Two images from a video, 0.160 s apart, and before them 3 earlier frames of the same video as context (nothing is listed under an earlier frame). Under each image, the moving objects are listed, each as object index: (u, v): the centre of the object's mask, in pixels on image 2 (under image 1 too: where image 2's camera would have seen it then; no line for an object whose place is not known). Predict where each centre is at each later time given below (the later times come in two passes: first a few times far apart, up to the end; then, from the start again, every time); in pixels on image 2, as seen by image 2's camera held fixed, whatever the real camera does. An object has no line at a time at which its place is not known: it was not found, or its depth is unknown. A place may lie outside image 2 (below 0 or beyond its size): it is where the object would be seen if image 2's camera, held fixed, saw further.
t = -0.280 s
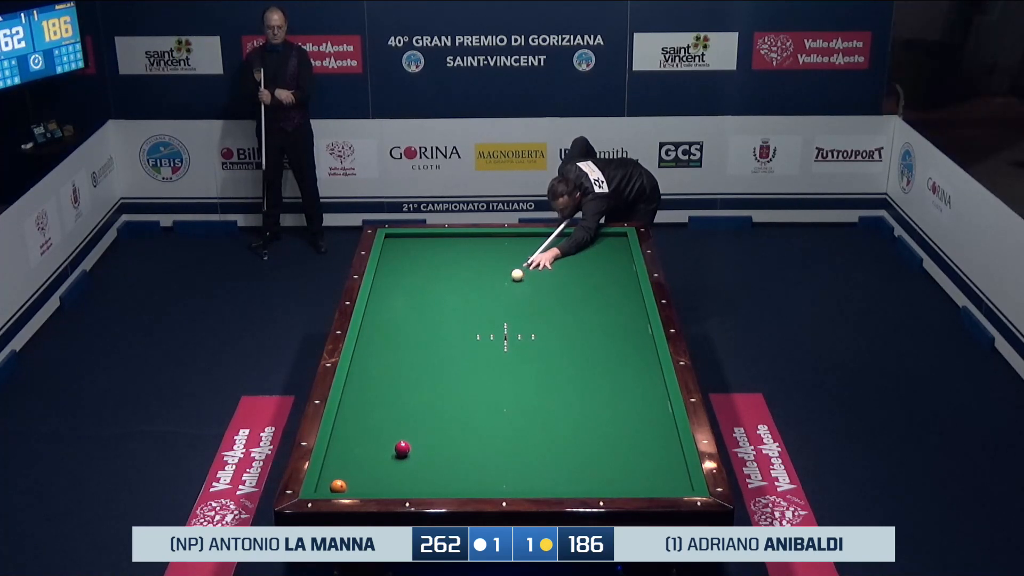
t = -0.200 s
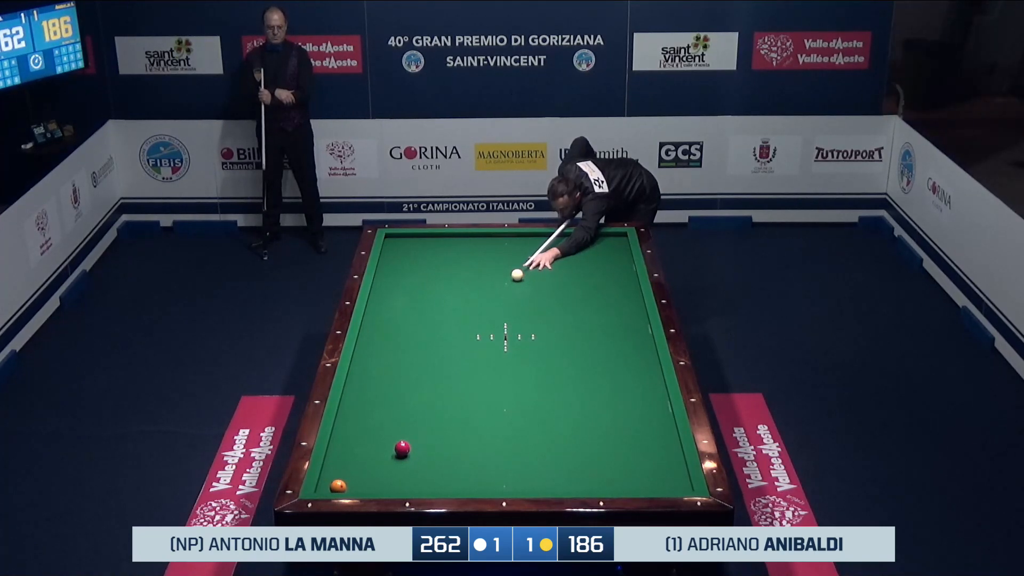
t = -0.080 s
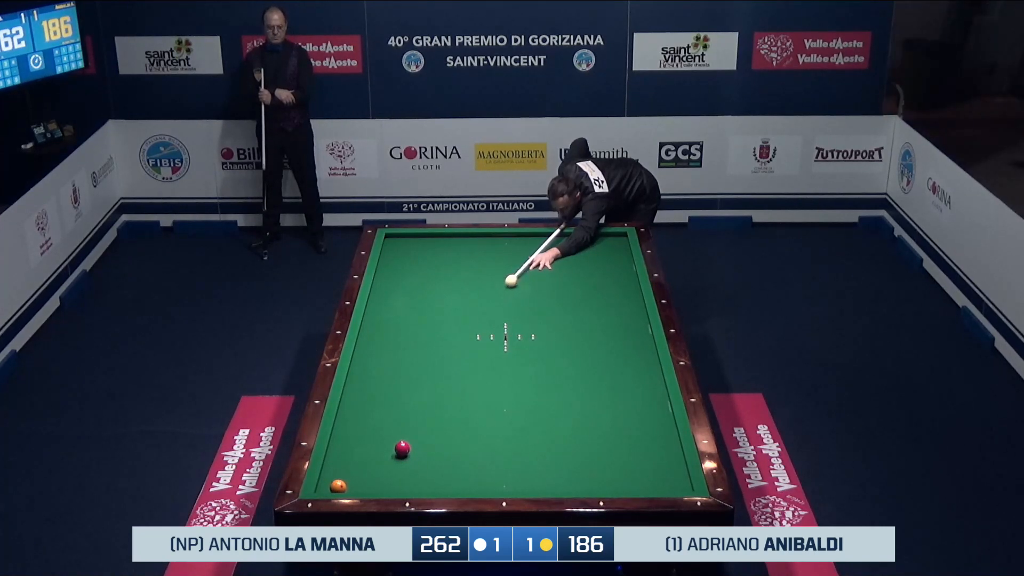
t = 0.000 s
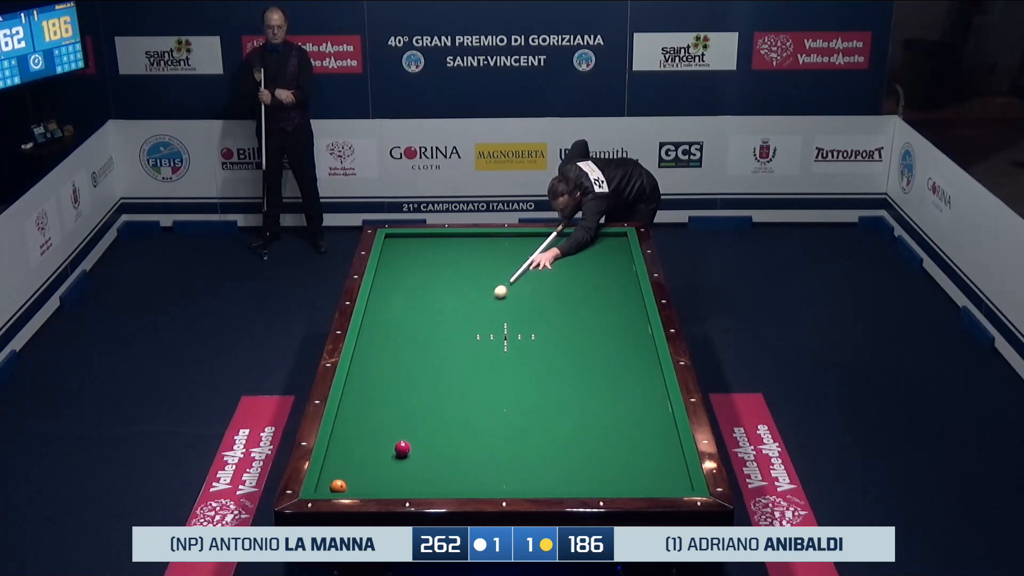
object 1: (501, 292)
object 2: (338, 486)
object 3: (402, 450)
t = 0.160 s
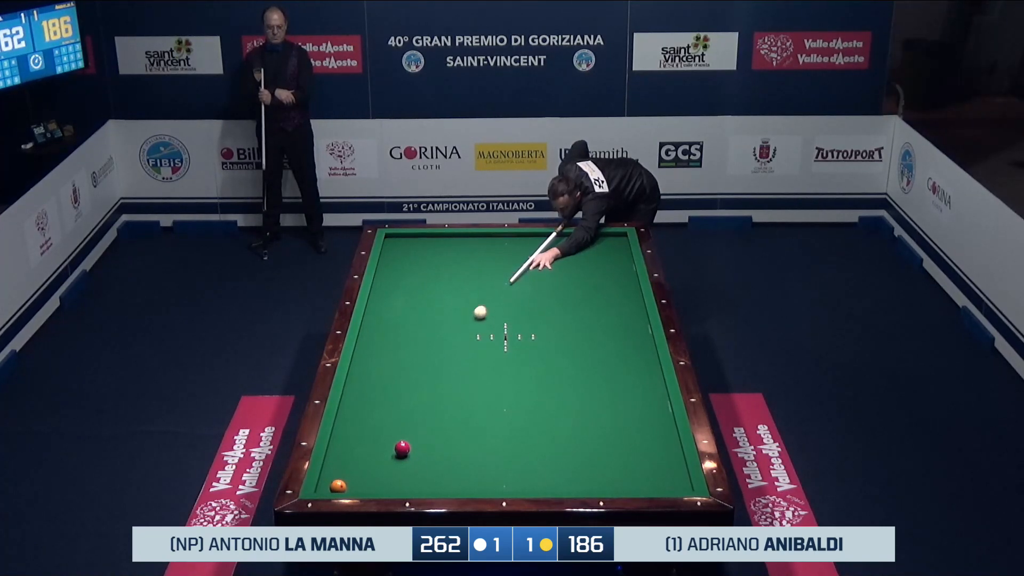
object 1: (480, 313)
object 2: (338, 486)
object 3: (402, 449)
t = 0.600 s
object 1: (430, 362)
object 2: (338, 486)
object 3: (402, 450)
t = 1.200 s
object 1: (352, 441)
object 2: (338, 486)
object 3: (402, 450)
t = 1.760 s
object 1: (324, 485)
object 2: (363, 470)
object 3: (402, 449)
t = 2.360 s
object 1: (328, 485)
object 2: (390, 433)
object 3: (416, 448)
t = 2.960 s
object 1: (330, 483)
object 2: (397, 403)
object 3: (441, 446)
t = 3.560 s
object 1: (329, 480)
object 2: (402, 376)
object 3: (462, 444)
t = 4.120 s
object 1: (329, 480)
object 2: (406, 356)
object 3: (479, 443)
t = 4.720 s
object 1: (329, 480)
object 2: (411, 336)
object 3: (493, 442)
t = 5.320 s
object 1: (329, 480)
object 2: (415, 319)
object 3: (504, 441)
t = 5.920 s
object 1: (329, 480)
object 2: (418, 305)
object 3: (511, 441)
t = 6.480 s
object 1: (329, 480)
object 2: (421, 293)
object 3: (515, 440)
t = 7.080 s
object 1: (329, 480)
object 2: (424, 282)
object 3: (515, 441)
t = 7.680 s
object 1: (329, 480)
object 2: (426, 272)
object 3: (515, 441)
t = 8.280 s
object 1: (329, 480)
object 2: (428, 264)
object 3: (515, 440)
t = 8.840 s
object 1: (329, 480)
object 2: (429, 258)
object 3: (515, 440)
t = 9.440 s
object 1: (329, 480)
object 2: (430, 252)
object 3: (515, 441)
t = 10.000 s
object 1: (329, 480)
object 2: (431, 248)
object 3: (515, 440)
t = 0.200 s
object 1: (475, 318)
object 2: (338, 486)
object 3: (402, 449)
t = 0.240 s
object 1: (471, 322)
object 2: (338, 486)
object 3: (402, 450)
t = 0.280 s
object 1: (466, 327)
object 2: (338, 486)
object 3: (402, 450)
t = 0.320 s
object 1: (462, 331)
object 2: (338, 486)
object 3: (402, 449)
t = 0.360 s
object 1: (457, 336)
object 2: (338, 486)
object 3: (402, 449)
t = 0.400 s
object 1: (453, 340)
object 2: (338, 486)
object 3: (402, 450)
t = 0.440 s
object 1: (449, 344)
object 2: (338, 486)
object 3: (402, 450)
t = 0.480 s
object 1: (444, 349)
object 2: (338, 486)
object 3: (402, 450)
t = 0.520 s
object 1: (440, 353)
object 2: (338, 486)
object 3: (402, 449)
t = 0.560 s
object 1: (435, 358)
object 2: (338, 486)
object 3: (402, 450)
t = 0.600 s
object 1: (430, 362)
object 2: (338, 486)
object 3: (402, 450)
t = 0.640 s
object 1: (426, 367)
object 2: (338, 486)
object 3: (402, 450)
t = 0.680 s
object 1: (421, 372)
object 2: (338, 486)
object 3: (402, 449)
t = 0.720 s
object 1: (416, 377)
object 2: (338, 486)
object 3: (402, 450)
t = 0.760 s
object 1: (411, 382)
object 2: (338, 486)
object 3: (402, 450)
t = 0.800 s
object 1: (406, 387)
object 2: (338, 486)
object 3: (402, 450)
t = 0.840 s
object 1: (401, 392)
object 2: (338, 486)
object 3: (402, 450)
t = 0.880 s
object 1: (396, 397)
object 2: (338, 486)
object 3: (402, 450)
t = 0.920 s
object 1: (391, 402)
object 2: (338, 486)
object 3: (402, 450)
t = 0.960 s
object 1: (385, 407)
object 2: (338, 486)
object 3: (402, 450)
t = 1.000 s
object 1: (380, 412)
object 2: (338, 486)
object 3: (402, 450)
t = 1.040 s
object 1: (374, 418)
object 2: (338, 486)
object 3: (402, 450)
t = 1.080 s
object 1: (369, 423)
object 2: (338, 486)
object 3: (402, 450)
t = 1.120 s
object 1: (363, 429)
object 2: (338, 486)
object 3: (402, 450)
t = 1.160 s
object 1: (358, 435)
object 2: (338, 486)
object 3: (402, 450)
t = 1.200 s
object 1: (352, 441)
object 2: (338, 486)
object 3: (402, 450)
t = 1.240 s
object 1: (346, 446)
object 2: (338, 486)
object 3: (402, 450)
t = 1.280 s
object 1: (340, 452)
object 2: (338, 486)
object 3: (402, 449)
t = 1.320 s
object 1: (333, 459)
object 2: (338, 486)
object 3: (402, 449)
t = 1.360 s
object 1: (331, 464)
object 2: (338, 486)
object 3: (402, 449)
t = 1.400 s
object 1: (333, 470)
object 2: (338, 486)
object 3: (402, 450)
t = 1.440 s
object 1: (335, 473)
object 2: (338, 486)
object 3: (402, 449)
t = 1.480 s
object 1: (335, 477)
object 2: (338, 486)
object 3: (402, 450)
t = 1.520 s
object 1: (332, 479)
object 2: (341, 486)
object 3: (402, 450)
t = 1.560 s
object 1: (331, 481)
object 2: (346, 484)
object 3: (402, 450)
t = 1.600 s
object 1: (329, 482)
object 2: (349, 482)
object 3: (402, 449)
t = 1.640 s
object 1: (327, 483)
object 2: (353, 479)
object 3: (402, 449)
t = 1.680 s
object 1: (326, 484)
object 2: (357, 476)
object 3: (402, 450)
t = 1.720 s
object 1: (324, 485)
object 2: (360, 473)
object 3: (402, 450)
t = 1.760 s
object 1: (324, 485)
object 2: (363, 470)
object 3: (402, 449)
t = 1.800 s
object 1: (325, 486)
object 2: (367, 468)
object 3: (402, 450)
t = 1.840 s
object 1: (325, 486)
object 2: (370, 465)
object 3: (402, 449)
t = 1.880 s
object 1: (326, 487)
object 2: (373, 462)
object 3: (402, 450)
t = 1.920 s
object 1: (326, 487)
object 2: (376, 459)
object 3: (402, 450)
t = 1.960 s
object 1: (326, 488)
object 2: (379, 457)
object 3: (402, 450)
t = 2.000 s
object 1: (326, 487)
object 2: (382, 454)
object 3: (402, 449)
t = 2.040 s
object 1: (326, 487)
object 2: (385, 452)
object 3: (402, 450)
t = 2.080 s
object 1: (327, 487)
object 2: (387, 449)
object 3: (403, 449)
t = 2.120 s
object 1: (327, 487)
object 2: (387, 447)
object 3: (405, 449)
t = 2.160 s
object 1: (327, 486)
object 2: (387, 444)
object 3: (407, 449)
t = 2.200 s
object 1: (327, 486)
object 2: (388, 442)
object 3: (409, 449)
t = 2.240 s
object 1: (328, 486)
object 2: (389, 440)
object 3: (411, 449)
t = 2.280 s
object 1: (328, 486)
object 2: (389, 437)
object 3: (413, 449)
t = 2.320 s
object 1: (328, 485)
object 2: (390, 435)
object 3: (415, 448)
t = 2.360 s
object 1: (328, 485)
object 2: (390, 433)
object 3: (416, 448)
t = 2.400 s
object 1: (328, 485)
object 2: (391, 431)
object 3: (418, 448)
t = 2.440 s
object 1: (328, 485)
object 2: (391, 429)
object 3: (420, 448)
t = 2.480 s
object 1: (329, 484)
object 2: (391, 427)
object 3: (422, 448)
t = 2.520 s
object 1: (329, 484)
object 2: (392, 424)
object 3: (423, 448)
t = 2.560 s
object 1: (329, 484)
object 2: (392, 422)
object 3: (425, 448)
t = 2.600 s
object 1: (329, 484)
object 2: (393, 420)
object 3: (427, 447)
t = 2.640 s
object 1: (329, 484)
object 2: (393, 418)
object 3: (429, 447)
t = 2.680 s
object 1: (329, 483)
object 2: (394, 416)
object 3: (430, 447)
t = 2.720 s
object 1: (329, 484)
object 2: (394, 414)
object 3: (432, 447)
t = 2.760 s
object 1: (329, 483)
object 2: (395, 412)
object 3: (434, 447)
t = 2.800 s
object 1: (329, 483)
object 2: (395, 410)
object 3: (435, 447)
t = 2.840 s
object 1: (329, 483)
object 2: (395, 409)
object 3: (437, 447)
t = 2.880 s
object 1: (329, 483)
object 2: (396, 407)
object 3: (438, 446)
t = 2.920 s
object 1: (329, 482)
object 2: (396, 405)
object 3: (440, 446)
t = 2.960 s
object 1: (330, 483)
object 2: (397, 403)
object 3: (441, 446)
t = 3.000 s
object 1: (329, 482)
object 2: (397, 401)
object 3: (443, 446)
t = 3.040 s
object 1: (329, 482)
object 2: (397, 399)
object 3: (444, 446)
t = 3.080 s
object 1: (329, 482)
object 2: (398, 397)
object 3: (446, 446)
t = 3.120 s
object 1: (329, 482)
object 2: (398, 395)
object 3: (447, 445)
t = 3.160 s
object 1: (329, 482)
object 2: (399, 394)
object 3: (449, 445)
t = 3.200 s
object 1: (329, 482)
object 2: (399, 392)
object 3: (450, 445)
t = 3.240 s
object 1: (329, 481)
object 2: (399, 390)
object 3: (452, 445)
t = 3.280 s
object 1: (329, 481)
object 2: (400, 388)
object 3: (453, 445)
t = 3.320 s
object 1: (329, 481)
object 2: (400, 386)
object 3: (455, 445)
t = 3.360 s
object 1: (329, 481)
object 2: (400, 385)
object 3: (456, 445)
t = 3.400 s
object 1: (329, 481)
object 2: (401, 383)
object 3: (457, 445)
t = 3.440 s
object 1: (329, 481)
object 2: (401, 381)
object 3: (458, 445)
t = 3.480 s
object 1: (329, 481)
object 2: (401, 380)
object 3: (460, 445)
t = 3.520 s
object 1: (329, 480)
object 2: (402, 378)
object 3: (461, 444)
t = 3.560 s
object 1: (329, 480)
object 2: (402, 376)
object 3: (462, 444)
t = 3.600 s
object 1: (329, 480)
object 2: (402, 375)
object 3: (464, 444)
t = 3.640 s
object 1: (329, 480)
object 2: (402, 373)
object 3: (465, 444)
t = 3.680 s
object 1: (329, 480)
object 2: (403, 372)
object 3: (466, 444)
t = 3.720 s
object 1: (329, 480)
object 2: (403, 370)
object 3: (467, 444)
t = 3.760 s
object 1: (329, 480)
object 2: (404, 368)
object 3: (469, 444)
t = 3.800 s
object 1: (329, 480)
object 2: (404, 367)
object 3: (470, 444)
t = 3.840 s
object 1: (329, 480)
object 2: (404, 366)
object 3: (471, 444)
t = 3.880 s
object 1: (329, 480)
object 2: (405, 364)
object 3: (472, 444)
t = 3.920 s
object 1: (329, 480)
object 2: (405, 363)
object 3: (473, 443)
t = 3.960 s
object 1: (329, 480)
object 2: (405, 361)
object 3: (475, 443)
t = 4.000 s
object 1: (329, 480)
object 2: (405, 360)
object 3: (476, 443)
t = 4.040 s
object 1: (329, 480)
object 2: (406, 358)
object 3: (477, 443)
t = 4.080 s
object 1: (329, 480)
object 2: (406, 357)
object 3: (478, 443)
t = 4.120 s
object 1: (329, 480)
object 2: (406, 356)
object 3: (479, 443)
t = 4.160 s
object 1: (329, 480)
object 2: (406, 354)
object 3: (480, 443)
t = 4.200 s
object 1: (329, 480)
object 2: (407, 353)
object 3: (481, 443)
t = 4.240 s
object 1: (329, 480)
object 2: (407, 352)
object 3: (482, 443)
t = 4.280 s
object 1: (329, 480)
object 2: (407, 350)
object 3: (483, 443)
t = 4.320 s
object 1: (329, 480)
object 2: (408, 349)
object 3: (484, 443)
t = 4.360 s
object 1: (329, 480)
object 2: (408, 348)
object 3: (485, 443)
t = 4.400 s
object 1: (329, 480)
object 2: (408, 346)
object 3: (486, 443)
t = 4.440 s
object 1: (329, 480)
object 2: (409, 345)
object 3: (487, 443)
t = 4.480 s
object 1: (329, 480)
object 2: (409, 344)
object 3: (488, 442)
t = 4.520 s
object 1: (329, 480)
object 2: (409, 342)
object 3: (489, 442)
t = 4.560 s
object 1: (329, 480)
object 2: (410, 341)
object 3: (490, 442)
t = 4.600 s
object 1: (329, 480)
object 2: (410, 340)
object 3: (491, 442)
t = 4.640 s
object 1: (329, 480)
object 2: (410, 339)
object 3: (491, 442)
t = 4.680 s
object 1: (329, 480)
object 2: (410, 338)
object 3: (492, 442)
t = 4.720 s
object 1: (329, 480)
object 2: (411, 336)
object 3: (493, 442)
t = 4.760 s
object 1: (329, 480)
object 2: (411, 335)
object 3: (494, 442)
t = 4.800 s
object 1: (329, 480)
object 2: (411, 334)
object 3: (495, 442)
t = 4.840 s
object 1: (329, 480)
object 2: (412, 333)
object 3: (495, 442)
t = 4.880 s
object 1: (329, 480)
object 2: (412, 332)
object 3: (496, 442)
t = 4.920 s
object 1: (329, 480)
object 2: (412, 330)
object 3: (497, 442)
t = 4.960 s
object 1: (329, 480)
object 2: (412, 329)
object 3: (498, 442)
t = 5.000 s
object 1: (329, 480)
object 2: (413, 328)
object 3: (498, 441)
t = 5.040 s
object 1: (329, 480)
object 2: (413, 327)
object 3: (499, 441)
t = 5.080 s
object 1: (329, 480)
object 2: (413, 326)
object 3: (500, 441)
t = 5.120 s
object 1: (329, 480)
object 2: (413, 325)
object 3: (501, 441)
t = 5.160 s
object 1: (329, 480)
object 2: (414, 324)
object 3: (501, 441)
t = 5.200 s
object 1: (329, 480)
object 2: (414, 323)
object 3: (502, 441)
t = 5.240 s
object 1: (329, 480)
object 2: (414, 322)
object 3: (503, 441)
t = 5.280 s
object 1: (329, 480)
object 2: (415, 320)
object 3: (503, 441)
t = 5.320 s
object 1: (329, 480)
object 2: (415, 319)
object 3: (504, 441)
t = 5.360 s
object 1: (329, 480)
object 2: (415, 319)
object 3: (504, 441)
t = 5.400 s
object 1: (329, 480)
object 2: (415, 318)
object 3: (505, 441)
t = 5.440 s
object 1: (329, 480)
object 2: (415, 316)
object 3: (506, 441)
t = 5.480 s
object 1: (329, 480)
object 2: (416, 315)
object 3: (506, 441)
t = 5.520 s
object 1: (329, 480)
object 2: (416, 314)
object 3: (507, 441)
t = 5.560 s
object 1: (329, 480)
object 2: (416, 313)
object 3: (507, 441)
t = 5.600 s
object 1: (329, 480)
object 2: (416, 312)
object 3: (508, 441)
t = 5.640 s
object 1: (329, 480)
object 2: (416, 311)
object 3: (508, 441)
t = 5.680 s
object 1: (329, 480)
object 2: (417, 310)
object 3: (508, 441)
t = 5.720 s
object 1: (329, 480)
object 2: (417, 310)
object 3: (509, 441)
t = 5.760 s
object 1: (329, 480)
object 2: (417, 309)
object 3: (509, 441)
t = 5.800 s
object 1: (329, 480)
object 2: (417, 308)
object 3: (510, 441)
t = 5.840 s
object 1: (329, 480)
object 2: (417, 307)
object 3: (510, 441)
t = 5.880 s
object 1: (329, 480)
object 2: (417, 306)
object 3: (510, 441)
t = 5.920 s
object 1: (329, 480)
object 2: (418, 305)
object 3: (511, 441)
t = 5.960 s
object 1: (329, 480)
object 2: (418, 304)
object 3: (511, 441)
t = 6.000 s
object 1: (329, 480)
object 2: (418, 303)
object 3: (511, 441)
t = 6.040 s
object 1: (329, 480)
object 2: (418, 302)
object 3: (512, 441)
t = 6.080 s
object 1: (329, 480)
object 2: (419, 301)
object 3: (512, 441)
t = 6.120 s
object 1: (329, 480)
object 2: (419, 300)
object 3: (512, 441)
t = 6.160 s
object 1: (329, 480)
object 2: (419, 300)
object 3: (513, 441)
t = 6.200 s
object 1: (329, 480)
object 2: (419, 299)
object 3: (513, 441)
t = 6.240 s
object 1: (329, 480)
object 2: (420, 298)
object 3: (513, 440)
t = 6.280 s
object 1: (329, 480)
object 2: (420, 297)
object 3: (514, 440)
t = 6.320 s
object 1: (329, 480)
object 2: (420, 296)
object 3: (514, 440)
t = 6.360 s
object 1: (329, 480)
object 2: (420, 295)
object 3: (514, 440)
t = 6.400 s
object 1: (329, 480)
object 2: (421, 295)
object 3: (514, 440)
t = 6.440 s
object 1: (329, 480)
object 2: (421, 294)
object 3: (514, 440)
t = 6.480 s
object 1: (329, 480)
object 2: (421, 293)
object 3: (515, 440)
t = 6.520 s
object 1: (329, 480)
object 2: (421, 292)
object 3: (515, 440)
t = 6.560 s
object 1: (329, 480)
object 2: (421, 292)
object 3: (515, 440)
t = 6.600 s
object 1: (329, 480)
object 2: (422, 291)
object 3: (515, 440)
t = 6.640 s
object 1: (329, 480)
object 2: (422, 290)
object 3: (515, 440)
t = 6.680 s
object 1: (329, 480)
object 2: (422, 289)
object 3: (515, 440)
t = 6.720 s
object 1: (329, 480)
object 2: (422, 288)
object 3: (515, 441)
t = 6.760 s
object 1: (329, 480)
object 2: (422, 288)
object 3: (515, 441)
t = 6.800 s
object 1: (329, 480)
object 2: (423, 287)
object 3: (515, 441)
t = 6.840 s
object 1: (329, 480)
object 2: (423, 286)
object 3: (515, 441)
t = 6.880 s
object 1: (329, 480)
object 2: (423, 286)
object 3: (515, 441)
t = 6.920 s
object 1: (329, 480)
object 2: (423, 285)
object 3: (515, 441)
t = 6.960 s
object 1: (329, 480)
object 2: (424, 284)
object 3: (515, 441)
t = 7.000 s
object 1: (329, 480)
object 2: (424, 283)
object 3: (515, 441)
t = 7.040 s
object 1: (329, 480)
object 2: (424, 283)
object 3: (515, 441)
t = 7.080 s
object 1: (329, 480)
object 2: (424, 282)
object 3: (515, 441)
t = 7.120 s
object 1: (329, 480)
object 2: (424, 281)
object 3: (515, 441)
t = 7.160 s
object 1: (329, 480)
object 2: (424, 281)
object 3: (515, 441)
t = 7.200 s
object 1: (329, 480)
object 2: (424, 280)
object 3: (515, 441)
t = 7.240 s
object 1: (329, 480)
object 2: (425, 279)
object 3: (515, 441)
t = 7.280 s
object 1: (329, 480)
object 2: (425, 279)
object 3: (515, 441)
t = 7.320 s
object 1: (329, 480)
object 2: (425, 278)
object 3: (515, 441)
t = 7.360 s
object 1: (329, 480)
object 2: (425, 277)
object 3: (515, 441)
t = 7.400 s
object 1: (329, 480)
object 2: (425, 277)
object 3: (515, 441)
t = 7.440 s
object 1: (329, 480)
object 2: (426, 276)
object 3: (515, 441)
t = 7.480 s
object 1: (329, 480)
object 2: (426, 275)
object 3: (515, 441)
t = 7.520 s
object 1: (329, 480)
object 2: (426, 275)
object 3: (515, 441)
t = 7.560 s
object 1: (329, 480)
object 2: (426, 274)
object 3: (515, 440)
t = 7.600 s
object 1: (329, 480)
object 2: (426, 274)
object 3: (515, 441)
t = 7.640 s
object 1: (329, 480)
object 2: (426, 273)
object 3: (515, 440)
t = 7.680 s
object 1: (329, 480)
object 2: (426, 272)
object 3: (515, 441)
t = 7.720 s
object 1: (329, 480)
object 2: (426, 272)
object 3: (515, 441)
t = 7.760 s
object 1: (329, 480)
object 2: (427, 271)
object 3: (515, 440)
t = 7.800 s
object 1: (329, 480)
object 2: (427, 271)
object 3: (515, 441)
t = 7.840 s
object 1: (329, 480)
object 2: (427, 270)
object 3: (515, 440)
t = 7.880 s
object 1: (329, 480)
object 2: (427, 270)
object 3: (515, 441)
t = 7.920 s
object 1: (329, 480)
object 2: (427, 269)
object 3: (515, 440)
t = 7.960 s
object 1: (329, 480)
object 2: (427, 268)
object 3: (515, 440)
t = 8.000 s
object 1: (329, 480)
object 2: (427, 268)
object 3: (515, 441)
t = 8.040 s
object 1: (329, 480)
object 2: (427, 267)
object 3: (515, 440)
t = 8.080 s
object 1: (329, 480)
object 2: (427, 267)
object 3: (515, 440)
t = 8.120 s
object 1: (329, 480)
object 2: (427, 266)
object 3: (515, 440)
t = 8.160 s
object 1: (329, 480)
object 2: (427, 266)
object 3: (515, 440)
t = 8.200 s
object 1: (329, 480)
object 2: (427, 265)
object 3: (515, 441)
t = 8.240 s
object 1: (329, 480)
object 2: (428, 265)
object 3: (515, 440)
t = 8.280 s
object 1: (329, 480)
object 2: (428, 264)
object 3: (515, 440)
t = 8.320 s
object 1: (329, 480)
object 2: (428, 264)
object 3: (515, 440)
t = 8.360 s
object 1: (329, 480)
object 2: (428, 263)
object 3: (515, 440)
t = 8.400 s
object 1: (329, 480)
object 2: (428, 263)
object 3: (515, 440)
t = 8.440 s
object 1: (329, 480)
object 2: (428, 262)
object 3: (515, 440)
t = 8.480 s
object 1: (329, 480)
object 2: (428, 262)
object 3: (515, 440)
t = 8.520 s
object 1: (329, 480)
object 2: (428, 262)
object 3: (515, 440)
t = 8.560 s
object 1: (329, 480)
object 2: (428, 261)
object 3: (515, 440)
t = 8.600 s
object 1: (329, 480)
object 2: (428, 261)
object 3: (515, 440)
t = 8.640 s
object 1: (329, 480)
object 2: (428, 260)
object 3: (515, 441)
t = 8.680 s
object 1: (329, 480)
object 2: (429, 260)
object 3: (515, 441)
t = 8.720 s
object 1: (329, 480)
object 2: (429, 259)
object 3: (515, 440)
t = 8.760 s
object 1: (329, 480)
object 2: (429, 259)
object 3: (515, 441)
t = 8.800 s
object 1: (329, 480)
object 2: (429, 258)
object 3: (515, 441)
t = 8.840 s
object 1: (329, 480)
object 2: (429, 258)
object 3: (515, 440)
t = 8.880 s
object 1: (329, 480)
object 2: (429, 257)
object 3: (515, 441)
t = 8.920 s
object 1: (329, 480)
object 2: (429, 257)
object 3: (515, 441)
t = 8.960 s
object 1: (329, 480)
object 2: (429, 257)
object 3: (515, 441)
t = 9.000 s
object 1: (329, 480)
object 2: (429, 256)
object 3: (515, 441)
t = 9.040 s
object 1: (329, 480)
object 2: (429, 256)
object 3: (515, 441)
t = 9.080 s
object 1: (329, 480)
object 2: (429, 256)
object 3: (515, 441)
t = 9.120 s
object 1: (329, 480)
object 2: (429, 255)
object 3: (515, 441)
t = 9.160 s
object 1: (329, 480)
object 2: (430, 255)
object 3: (515, 440)
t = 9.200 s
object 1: (329, 480)
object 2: (430, 254)
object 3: (515, 441)
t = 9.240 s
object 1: (329, 480)
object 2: (430, 254)
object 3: (515, 440)
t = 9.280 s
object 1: (329, 480)
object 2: (430, 253)
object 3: (515, 441)
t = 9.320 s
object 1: (329, 480)
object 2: (430, 253)
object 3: (515, 441)
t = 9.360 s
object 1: (329, 480)
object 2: (430, 253)
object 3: (515, 441)
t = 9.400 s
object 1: (329, 480)
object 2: (430, 252)
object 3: (515, 441)
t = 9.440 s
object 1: (329, 480)
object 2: (430, 252)
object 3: (515, 441)
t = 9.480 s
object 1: (329, 480)
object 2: (430, 252)
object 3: (515, 441)
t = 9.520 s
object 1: (329, 480)
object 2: (430, 251)
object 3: (515, 441)
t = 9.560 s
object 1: (329, 480)
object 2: (430, 251)
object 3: (515, 441)
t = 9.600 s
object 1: (329, 480)
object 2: (430, 251)
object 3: (515, 441)
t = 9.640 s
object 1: (329, 480)
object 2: (430, 250)
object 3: (515, 441)
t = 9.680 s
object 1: (329, 480)
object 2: (430, 250)
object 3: (515, 441)
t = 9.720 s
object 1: (329, 480)
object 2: (430, 250)
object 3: (515, 441)
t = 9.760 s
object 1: (329, 480)
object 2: (430, 249)
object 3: (515, 441)
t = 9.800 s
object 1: (329, 480)
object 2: (430, 249)
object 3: (515, 441)
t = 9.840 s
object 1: (329, 480)
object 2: (430, 249)
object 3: (515, 441)
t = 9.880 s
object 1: (329, 480)
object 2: (431, 249)
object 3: (515, 441)
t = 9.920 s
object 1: (329, 480)
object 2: (431, 248)
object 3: (515, 441)
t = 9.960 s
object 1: (329, 480)
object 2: (431, 248)
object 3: (515, 441)
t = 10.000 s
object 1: (329, 480)
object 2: (431, 248)
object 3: (515, 440)
